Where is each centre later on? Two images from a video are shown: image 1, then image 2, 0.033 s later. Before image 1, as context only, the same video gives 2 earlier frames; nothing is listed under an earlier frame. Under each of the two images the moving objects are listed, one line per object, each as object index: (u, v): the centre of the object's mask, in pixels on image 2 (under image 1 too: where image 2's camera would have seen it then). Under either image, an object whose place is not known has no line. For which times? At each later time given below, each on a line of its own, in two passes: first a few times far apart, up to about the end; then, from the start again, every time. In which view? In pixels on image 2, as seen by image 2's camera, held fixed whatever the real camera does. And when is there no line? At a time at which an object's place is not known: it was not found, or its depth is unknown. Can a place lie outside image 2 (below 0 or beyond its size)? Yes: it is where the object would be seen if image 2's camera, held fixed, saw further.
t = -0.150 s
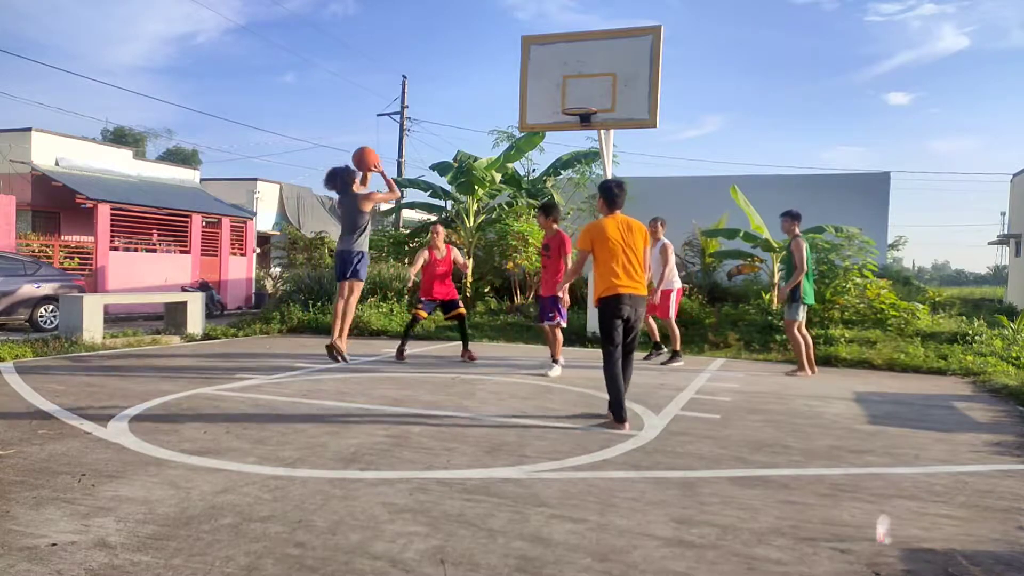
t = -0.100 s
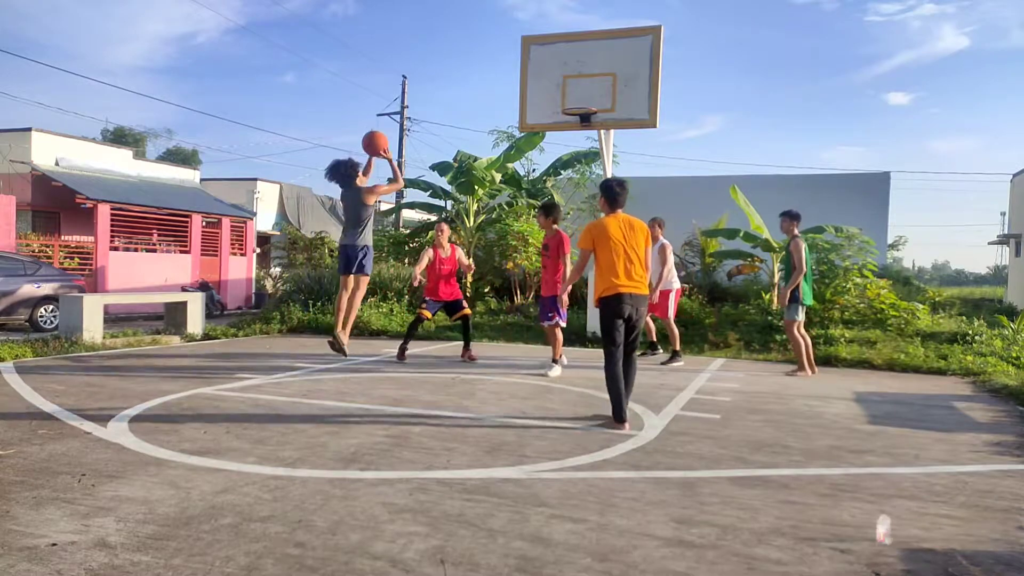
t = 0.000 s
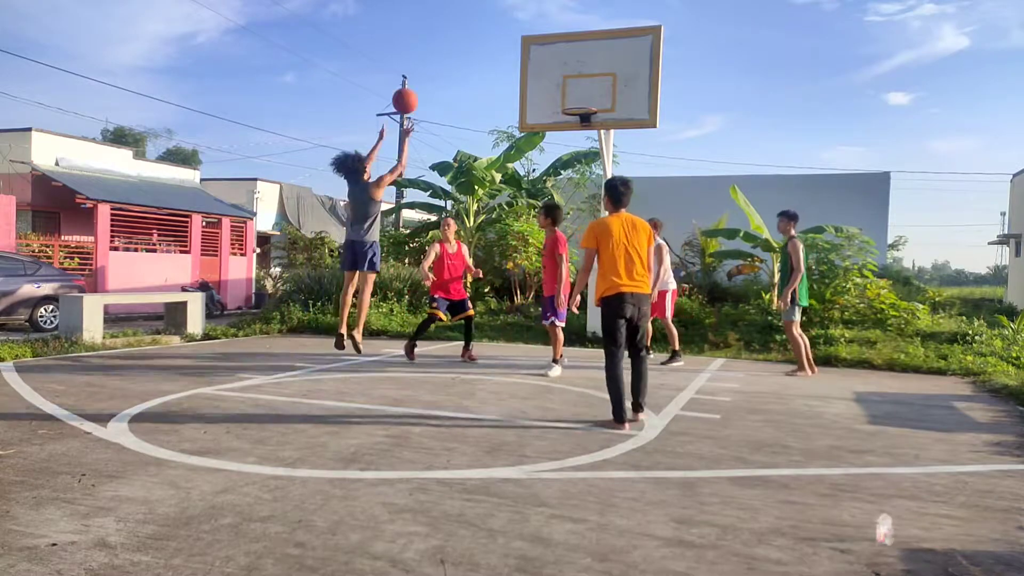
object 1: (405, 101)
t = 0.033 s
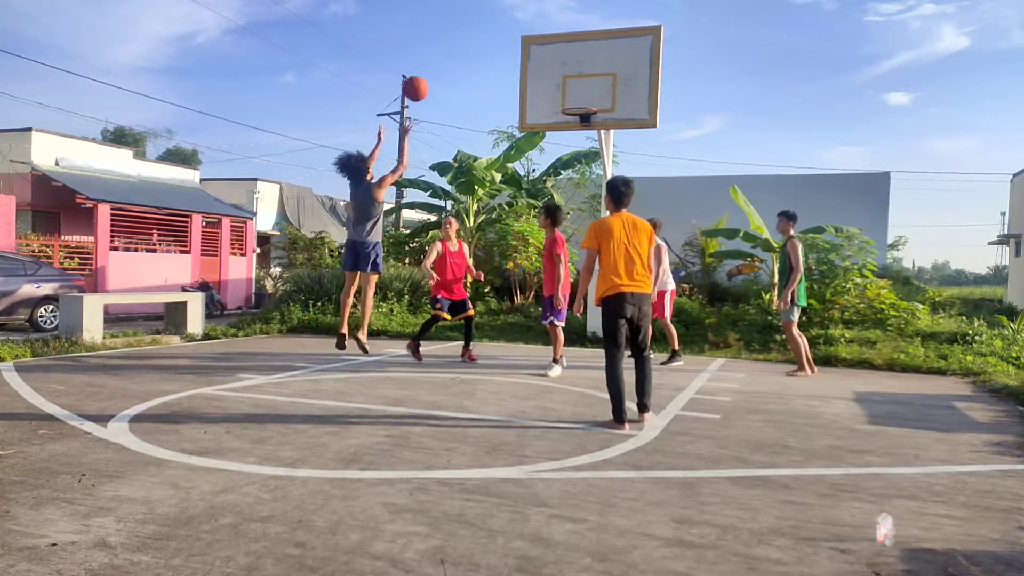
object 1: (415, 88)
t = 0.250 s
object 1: (477, 41)
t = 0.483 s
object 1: (532, 43)
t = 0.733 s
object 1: (580, 95)
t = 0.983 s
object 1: (566, 100)
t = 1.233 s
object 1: (544, 106)
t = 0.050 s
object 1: (421, 82)
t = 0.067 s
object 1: (425, 77)
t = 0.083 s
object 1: (430, 72)
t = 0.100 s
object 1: (436, 68)
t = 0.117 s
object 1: (440, 63)
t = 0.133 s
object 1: (445, 60)
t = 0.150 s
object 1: (450, 56)
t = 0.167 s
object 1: (454, 53)
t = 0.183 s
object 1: (459, 50)
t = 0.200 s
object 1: (464, 47)
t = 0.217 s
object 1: (468, 45)
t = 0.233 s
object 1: (472, 43)
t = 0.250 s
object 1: (477, 41)
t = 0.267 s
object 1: (481, 39)
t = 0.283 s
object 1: (485, 38)
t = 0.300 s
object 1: (490, 37)
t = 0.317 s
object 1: (494, 36)
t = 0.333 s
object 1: (498, 36)
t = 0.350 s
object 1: (501, 36)
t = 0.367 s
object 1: (505, 36)
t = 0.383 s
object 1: (509, 36)
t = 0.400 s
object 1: (513, 37)
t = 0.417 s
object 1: (517, 38)
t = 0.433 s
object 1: (521, 39)
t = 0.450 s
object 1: (524, 40)
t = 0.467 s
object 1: (528, 41)
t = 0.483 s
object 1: (532, 43)
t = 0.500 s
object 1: (536, 45)
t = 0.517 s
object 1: (539, 46)
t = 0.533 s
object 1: (542, 50)
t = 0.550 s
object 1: (546, 53)
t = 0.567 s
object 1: (549, 55)
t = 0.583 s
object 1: (552, 57)
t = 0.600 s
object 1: (556, 61)
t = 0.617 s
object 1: (559, 64)
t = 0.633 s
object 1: (562, 69)
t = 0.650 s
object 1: (565, 72)
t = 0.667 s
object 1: (568, 76)
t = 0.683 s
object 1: (571, 81)
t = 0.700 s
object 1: (574, 85)
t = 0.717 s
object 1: (577, 89)
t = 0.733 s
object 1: (580, 95)
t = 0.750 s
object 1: (583, 99)
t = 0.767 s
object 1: (585, 103)
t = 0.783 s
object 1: (586, 105)
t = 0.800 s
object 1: (587, 107)
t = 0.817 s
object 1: (586, 109)
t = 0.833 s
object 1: (584, 109)
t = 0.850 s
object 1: (582, 109)
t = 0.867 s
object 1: (580, 108)
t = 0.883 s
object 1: (578, 108)
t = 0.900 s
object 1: (573, 107)
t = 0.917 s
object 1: (572, 106)
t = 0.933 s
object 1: (571, 104)
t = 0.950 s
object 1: (569, 102)
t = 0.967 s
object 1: (567, 101)
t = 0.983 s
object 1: (566, 100)
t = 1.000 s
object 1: (565, 99)
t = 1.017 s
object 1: (564, 99)
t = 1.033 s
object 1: (562, 97)
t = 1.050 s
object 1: (561, 97)
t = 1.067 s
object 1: (559, 97)
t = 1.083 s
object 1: (558, 97)
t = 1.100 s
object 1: (557, 97)
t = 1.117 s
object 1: (555, 97)
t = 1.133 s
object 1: (553, 98)
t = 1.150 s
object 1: (551, 99)
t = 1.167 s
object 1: (550, 99)
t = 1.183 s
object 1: (548, 101)
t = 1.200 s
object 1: (547, 102)
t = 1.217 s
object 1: (545, 104)
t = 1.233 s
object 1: (544, 106)
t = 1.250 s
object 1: (542, 109)
